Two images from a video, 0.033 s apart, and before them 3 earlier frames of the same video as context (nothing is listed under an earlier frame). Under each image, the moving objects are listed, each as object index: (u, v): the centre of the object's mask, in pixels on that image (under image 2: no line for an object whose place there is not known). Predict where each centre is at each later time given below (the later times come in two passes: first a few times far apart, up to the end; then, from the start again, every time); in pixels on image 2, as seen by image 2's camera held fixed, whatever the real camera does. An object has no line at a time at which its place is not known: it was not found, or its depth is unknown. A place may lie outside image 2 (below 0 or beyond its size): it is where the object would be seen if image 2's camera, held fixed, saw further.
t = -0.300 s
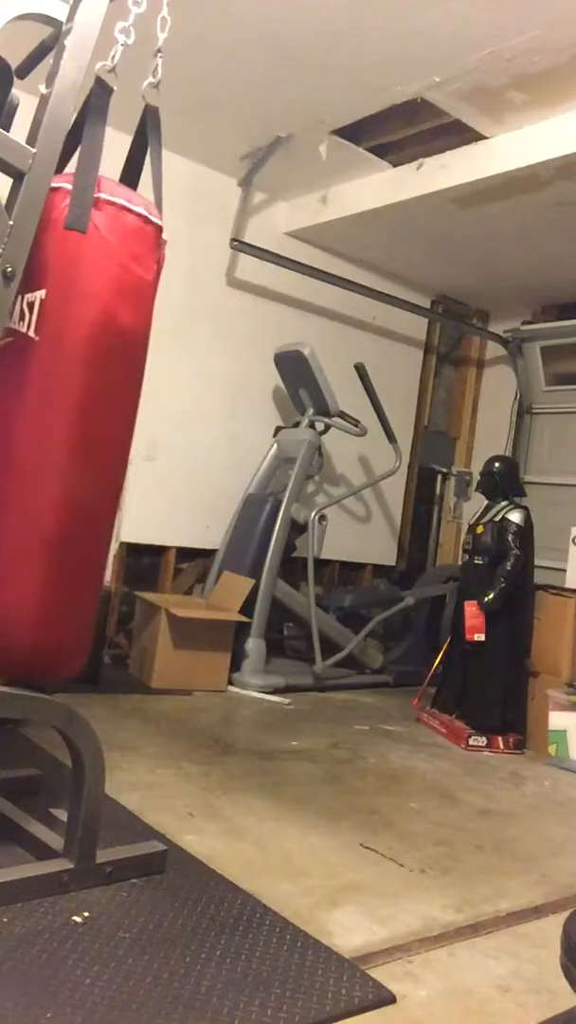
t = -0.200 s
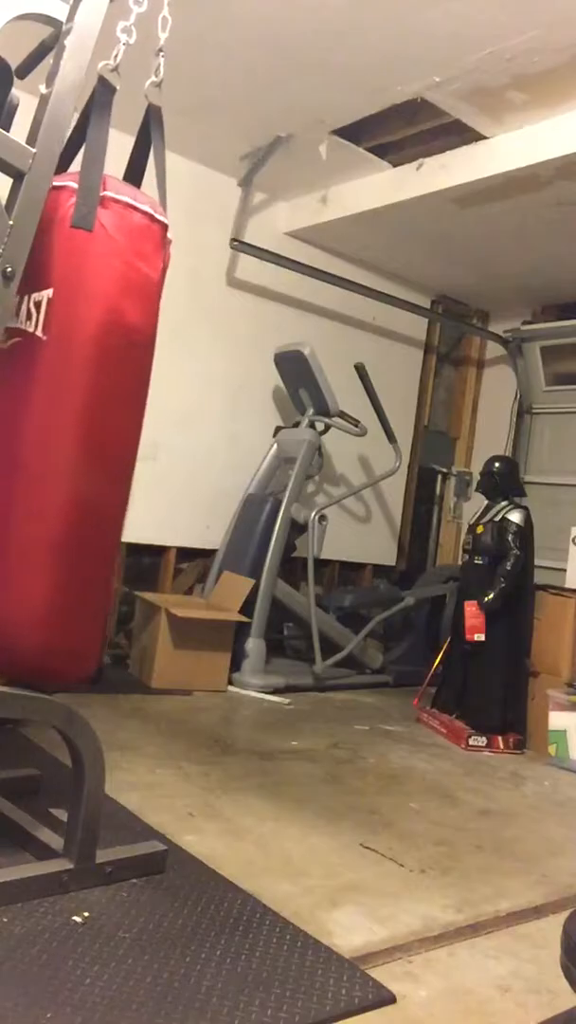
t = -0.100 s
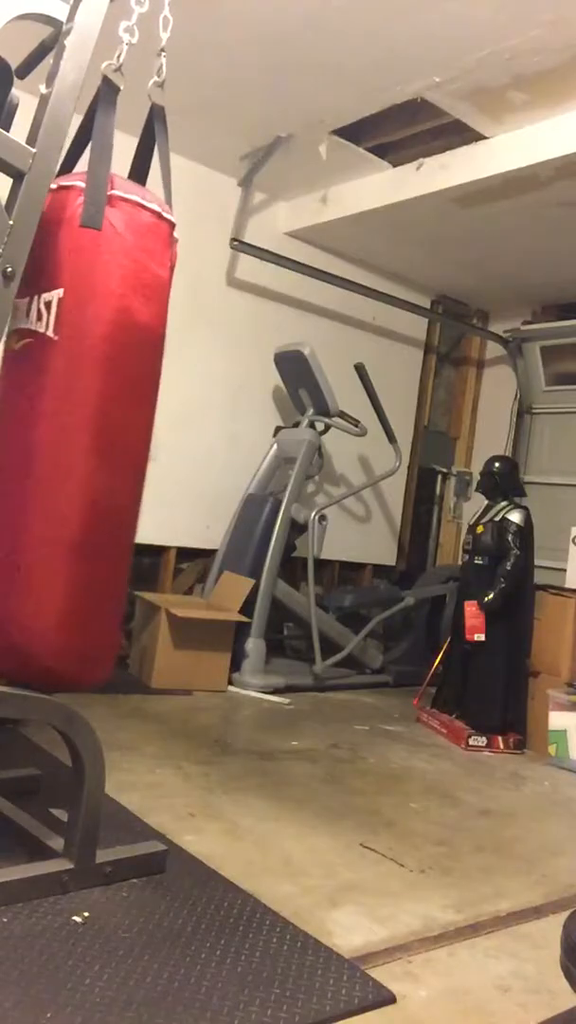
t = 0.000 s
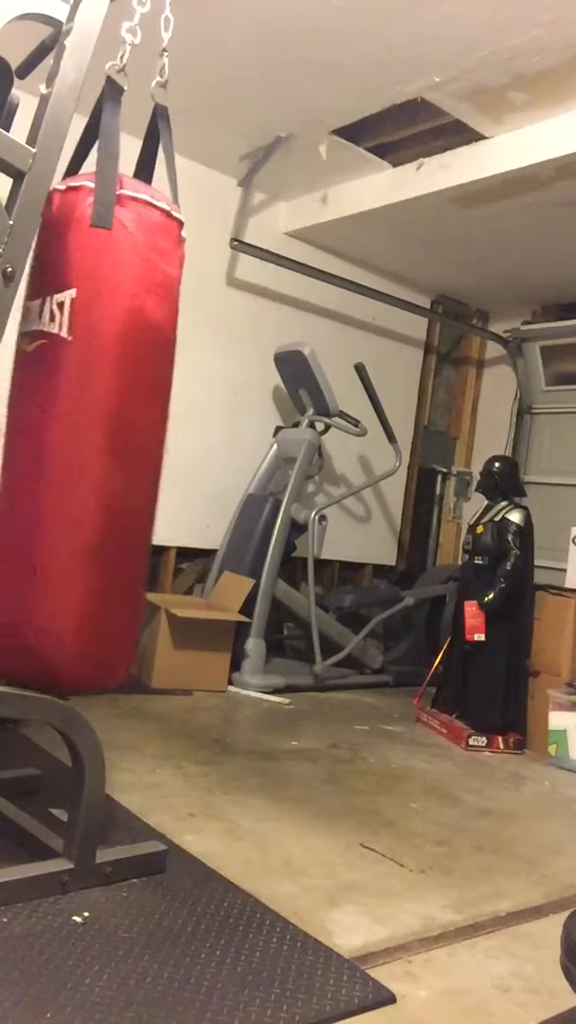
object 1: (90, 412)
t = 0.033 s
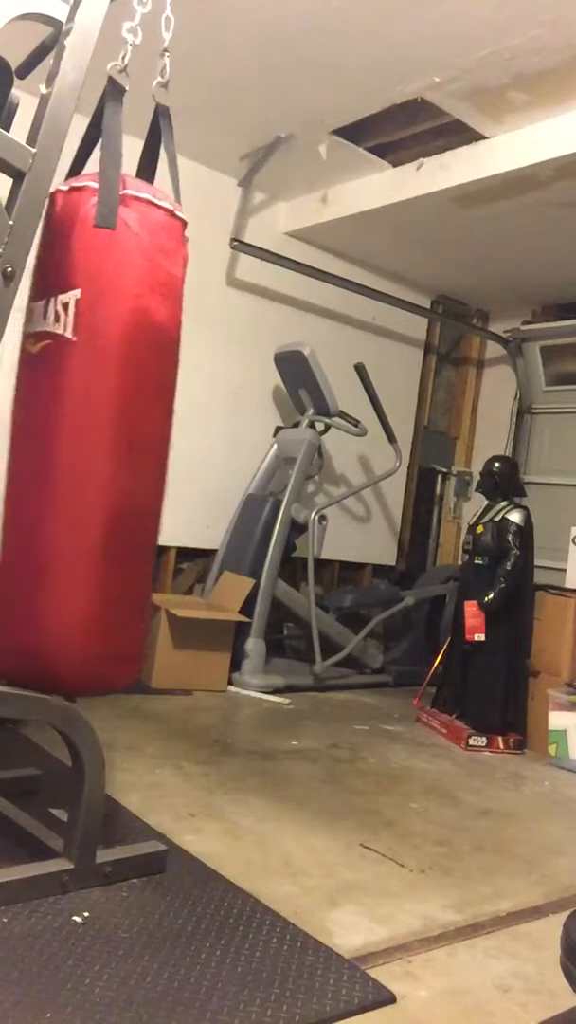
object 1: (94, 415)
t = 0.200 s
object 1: (118, 420)
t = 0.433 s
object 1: (148, 422)
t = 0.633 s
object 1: (159, 421)
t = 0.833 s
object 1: (153, 420)
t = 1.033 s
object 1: (134, 418)
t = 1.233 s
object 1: (106, 416)
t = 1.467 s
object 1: (81, 400)
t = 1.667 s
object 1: (74, 390)
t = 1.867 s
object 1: (74, 389)
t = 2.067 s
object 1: (80, 400)
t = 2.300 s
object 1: (101, 419)
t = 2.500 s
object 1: (131, 421)
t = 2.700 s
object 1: (153, 422)
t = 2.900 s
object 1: (159, 421)
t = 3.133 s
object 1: (146, 420)
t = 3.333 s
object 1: (122, 417)
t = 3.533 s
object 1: (94, 411)
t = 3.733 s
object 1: (79, 398)
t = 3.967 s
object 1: (73, 389)
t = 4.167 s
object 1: (75, 394)
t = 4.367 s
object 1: (85, 407)
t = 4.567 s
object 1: (110, 420)
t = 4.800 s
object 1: (142, 421)
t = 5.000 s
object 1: (157, 421)
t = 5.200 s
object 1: (157, 421)
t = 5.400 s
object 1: (141, 419)
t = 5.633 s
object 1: (109, 417)
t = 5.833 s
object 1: (85, 405)
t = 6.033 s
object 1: (76, 393)
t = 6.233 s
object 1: (73, 389)
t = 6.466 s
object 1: (79, 398)
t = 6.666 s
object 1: (94, 416)
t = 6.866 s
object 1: (123, 420)
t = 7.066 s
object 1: (147, 422)
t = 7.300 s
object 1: (159, 421)
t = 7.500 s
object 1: (151, 420)
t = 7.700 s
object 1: (130, 419)
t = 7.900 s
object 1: (101, 417)
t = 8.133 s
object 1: (80, 400)
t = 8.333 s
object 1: (74, 391)
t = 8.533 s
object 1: (75, 392)
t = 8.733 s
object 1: (82, 403)
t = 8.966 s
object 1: (107, 418)
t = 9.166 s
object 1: (135, 421)
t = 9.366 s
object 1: (154, 421)
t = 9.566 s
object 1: (158, 421)
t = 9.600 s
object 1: (158, 421)
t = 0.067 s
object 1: (98, 418)
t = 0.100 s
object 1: (103, 418)
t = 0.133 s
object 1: (108, 420)
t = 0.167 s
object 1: (113, 419)
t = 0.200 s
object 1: (118, 420)
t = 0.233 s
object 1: (124, 420)
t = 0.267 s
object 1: (128, 421)
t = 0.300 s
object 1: (132, 421)
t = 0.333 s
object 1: (137, 422)
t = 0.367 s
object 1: (141, 422)
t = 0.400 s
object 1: (145, 422)
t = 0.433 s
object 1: (148, 422)
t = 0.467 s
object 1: (151, 422)
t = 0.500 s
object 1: (154, 422)
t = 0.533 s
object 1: (156, 422)
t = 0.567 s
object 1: (157, 421)
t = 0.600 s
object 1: (158, 421)
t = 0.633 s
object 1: (159, 421)
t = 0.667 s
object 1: (159, 421)
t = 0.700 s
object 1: (159, 421)
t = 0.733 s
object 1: (158, 421)
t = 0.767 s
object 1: (157, 421)
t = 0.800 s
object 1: (156, 421)
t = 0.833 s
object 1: (153, 420)
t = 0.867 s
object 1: (151, 421)
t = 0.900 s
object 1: (148, 420)
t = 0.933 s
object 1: (145, 420)
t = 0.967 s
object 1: (141, 419)
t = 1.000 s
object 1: (137, 418)
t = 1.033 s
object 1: (134, 418)
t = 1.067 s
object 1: (129, 418)
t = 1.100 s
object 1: (125, 418)
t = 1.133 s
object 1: (120, 417)
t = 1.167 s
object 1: (116, 417)
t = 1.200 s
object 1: (111, 416)
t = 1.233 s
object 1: (106, 416)
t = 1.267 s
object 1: (102, 417)
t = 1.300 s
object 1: (97, 416)
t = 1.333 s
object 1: (92, 413)
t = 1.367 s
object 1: (89, 408)
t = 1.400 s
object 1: (86, 404)
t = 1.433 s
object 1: (83, 402)
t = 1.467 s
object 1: (81, 400)
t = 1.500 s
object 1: (80, 398)
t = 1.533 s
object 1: (78, 396)
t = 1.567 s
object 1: (77, 394)
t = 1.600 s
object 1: (76, 393)
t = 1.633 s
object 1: (75, 392)
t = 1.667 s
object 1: (74, 390)
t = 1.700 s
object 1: (74, 390)
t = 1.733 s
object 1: (73, 389)
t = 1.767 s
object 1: (73, 388)
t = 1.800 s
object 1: (73, 388)
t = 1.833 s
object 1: (74, 388)
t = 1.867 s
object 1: (74, 389)
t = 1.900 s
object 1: (74, 390)
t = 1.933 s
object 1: (75, 393)
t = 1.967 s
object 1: (76, 394)
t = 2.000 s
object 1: (77, 396)
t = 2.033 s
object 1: (78, 399)
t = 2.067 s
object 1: (80, 400)
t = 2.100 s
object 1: (81, 402)
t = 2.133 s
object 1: (84, 405)
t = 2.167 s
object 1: (86, 408)
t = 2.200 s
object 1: (89, 411)
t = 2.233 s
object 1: (92, 415)
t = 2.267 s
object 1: (96, 417)
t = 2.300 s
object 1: (101, 419)
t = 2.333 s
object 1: (106, 420)
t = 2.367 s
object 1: (111, 420)
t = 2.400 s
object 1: (116, 420)
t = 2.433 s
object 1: (121, 420)
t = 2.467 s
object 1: (126, 421)
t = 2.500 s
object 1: (131, 421)
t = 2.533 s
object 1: (135, 422)
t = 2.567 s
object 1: (139, 422)
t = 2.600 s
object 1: (143, 422)
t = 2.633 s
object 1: (147, 422)
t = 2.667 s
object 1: (150, 422)
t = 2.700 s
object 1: (153, 422)
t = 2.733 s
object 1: (155, 422)
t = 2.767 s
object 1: (157, 421)
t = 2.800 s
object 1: (158, 421)
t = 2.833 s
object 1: (159, 421)
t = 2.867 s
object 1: (159, 421)
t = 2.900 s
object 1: (159, 421)
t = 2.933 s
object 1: (159, 421)
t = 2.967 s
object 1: (158, 421)
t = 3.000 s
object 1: (156, 421)
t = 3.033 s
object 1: (154, 421)
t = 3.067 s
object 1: (152, 420)
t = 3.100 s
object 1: (149, 420)
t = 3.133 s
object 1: (146, 420)
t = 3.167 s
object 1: (143, 419)
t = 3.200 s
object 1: (139, 419)
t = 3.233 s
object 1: (135, 418)
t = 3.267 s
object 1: (131, 418)
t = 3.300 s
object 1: (127, 417)
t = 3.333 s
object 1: (122, 417)
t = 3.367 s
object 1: (117, 417)
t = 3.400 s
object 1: (113, 417)
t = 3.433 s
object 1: (108, 417)
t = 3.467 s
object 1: (103, 416)
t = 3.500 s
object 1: (99, 416)
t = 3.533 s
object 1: (94, 411)
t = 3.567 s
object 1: (90, 412)
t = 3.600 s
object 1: (87, 406)
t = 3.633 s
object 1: (84, 405)
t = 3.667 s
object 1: (82, 402)
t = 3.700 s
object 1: (80, 399)
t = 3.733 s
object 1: (79, 398)
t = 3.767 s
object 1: (77, 396)
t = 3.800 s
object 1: (76, 394)
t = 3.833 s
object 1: (75, 392)
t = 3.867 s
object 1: (74, 391)
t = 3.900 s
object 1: (74, 390)
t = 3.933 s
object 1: (73, 389)
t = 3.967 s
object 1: (73, 389)
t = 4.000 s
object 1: (73, 389)
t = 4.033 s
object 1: (73, 389)
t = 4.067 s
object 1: (74, 390)
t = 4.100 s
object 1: (74, 391)
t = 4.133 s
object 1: (75, 392)
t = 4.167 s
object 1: (75, 394)
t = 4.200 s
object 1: (76, 395)
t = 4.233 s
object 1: (78, 398)
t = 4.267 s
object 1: (79, 400)
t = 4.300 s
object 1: (81, 402)
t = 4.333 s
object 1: (83, 404)
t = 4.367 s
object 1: (85, 407)
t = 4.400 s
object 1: (88, 410)
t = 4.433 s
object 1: (91, 413)
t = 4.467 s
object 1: (95, 416)
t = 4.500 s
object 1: (100, 418)
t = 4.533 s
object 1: (105, 419)
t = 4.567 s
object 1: (110, 420)
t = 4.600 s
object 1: (115, 420)
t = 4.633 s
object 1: (120, 420)
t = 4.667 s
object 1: (125, 421)
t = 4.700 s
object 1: (130, 421)
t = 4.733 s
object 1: (134, 421)
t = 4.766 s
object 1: (138, 421)
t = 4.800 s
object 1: (142, 421)
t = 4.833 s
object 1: (146, 421)
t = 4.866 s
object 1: (149, 422)
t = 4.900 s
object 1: (152, 421)
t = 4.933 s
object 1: (154, 421)
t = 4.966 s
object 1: (156, 421)
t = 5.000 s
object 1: (157, 421)
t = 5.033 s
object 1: (159, 421)
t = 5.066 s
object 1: (159, 421)
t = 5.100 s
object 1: (159, 421)
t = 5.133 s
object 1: (159, 421)
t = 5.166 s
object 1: (158, 421)
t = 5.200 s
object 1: (157, 421)
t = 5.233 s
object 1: (155, 421)
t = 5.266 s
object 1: (153, 421)
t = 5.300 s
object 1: (151, 420)
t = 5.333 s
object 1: (147, 420)
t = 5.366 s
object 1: (144, 419)
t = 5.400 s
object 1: (141, 419)
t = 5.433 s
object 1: (137, 419)
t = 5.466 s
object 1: (133, 419)
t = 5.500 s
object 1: (128, 419)
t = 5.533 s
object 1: (124, 418)
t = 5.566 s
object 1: (119, 417)
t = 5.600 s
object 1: (114, 417)
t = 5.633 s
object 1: (109, 417)
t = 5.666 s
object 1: (105, 417)
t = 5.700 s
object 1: (100, 416)
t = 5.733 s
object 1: (95, 415)
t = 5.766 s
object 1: (91, 412)
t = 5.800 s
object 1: (88, 410)
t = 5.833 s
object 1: (85, 405)
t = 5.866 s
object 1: (83, 403)
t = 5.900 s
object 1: (81, 401)
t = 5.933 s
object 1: (79, 399)
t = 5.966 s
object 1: (78, 397)
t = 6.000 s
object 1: (77, 394)
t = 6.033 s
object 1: (76, 393)
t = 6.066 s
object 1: (75, 391)
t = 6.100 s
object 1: (74, 390)
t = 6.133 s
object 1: (74, 389)
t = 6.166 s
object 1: (73, 389)
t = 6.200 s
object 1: (73, 389)
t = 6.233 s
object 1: (73, 389)
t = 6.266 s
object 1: (74, 389)
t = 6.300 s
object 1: (74, 391)
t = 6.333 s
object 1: (75, 391)
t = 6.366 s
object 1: (76, 393)
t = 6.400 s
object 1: (76, 394)
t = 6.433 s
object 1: (78, 396)
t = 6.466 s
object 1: (79, 398)
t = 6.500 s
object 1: (81, 400)
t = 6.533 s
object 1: (82, 403)
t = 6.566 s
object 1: (85, 405)
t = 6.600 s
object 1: (87, 409)
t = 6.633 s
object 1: (91, 413)
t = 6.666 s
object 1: (94, 416)
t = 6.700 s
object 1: (98, 417)
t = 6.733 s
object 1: (103, 418)
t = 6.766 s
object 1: (108, 419)
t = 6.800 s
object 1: (113, 419)
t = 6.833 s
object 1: (118, 420)
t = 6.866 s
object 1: (123, 420)
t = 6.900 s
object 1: (128, 421)
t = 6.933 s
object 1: (132, 421)
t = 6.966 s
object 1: (136, 421)
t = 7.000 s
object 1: (140, 421)
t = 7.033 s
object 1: (144, 421)
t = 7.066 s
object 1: (147, 422)
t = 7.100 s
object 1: (150, 421)
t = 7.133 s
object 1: (153, 421)
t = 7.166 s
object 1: (155, 421)
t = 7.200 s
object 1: (157, 421)
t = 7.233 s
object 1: (158, 421)
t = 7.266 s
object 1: (159, 421)
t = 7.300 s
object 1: (159, 421)
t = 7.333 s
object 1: (159, 421)
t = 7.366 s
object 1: (158, 421)
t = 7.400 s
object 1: (157, 421)
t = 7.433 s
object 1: (156, 421)
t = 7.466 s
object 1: (154, 420)
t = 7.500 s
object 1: (151, 420)
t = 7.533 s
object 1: (148, 420)
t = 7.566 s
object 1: (145, 419)
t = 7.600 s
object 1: (142, 419)
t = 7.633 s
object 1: (138, 419)
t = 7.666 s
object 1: (134, 419)
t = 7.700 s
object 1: (130, 419)
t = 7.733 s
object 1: (125, 418)
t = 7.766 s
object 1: (121, 417)
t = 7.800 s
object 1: (116, 418)
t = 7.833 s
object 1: (111, 417)
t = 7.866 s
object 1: (106, 417)
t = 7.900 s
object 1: (101, 417)
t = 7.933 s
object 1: (97, 415)
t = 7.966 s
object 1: (93, 414)
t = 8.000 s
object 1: (89, 412)
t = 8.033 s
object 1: (86, 407)
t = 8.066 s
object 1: (84, 403)
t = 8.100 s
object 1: (81, 401)
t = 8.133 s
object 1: (80, 400)
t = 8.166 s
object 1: (78, 398)
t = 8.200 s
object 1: (77, 396)
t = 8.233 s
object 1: (76, 395)
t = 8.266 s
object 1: (75, 393)
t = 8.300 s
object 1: (74, 392)
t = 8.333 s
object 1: (74, 391)
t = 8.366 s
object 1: (74, 390)
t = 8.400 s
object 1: (73, 390)
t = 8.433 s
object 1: (74, 389)
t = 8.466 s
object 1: (74, 390)
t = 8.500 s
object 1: (74, 391)
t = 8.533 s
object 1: (75, 392)
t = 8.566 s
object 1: (75, 393)
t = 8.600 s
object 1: (76, 395)
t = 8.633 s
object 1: (77, 397)
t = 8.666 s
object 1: (79, 398)
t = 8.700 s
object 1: (80, 400)
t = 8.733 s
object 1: (82, 403)
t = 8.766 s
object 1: (84, 406)
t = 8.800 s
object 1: (86, 409)
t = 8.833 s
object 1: (89, 410)
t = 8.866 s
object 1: (93, 414)
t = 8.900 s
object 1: (97, 418)
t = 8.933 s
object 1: (102, 419)
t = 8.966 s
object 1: (107, 418)
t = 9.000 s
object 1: (111, 419)
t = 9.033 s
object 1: (116, 419)
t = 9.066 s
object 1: (121, 419)
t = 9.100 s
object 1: (126, 420)
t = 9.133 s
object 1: (131, 421)
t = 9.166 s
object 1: (135, 421)
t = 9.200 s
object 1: (139, 421)
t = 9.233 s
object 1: (143, 422)
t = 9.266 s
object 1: (146, 421)
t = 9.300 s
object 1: (149, 421)
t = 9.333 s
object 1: (152, 421)
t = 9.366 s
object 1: (154, 421)
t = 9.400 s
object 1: (156, 421)
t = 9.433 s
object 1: (157, 421)
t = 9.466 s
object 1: (158, 421)
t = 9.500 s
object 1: (159, 421)
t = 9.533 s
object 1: (159, 421)
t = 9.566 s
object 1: (158, 421)
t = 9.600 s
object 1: (158, 421)
